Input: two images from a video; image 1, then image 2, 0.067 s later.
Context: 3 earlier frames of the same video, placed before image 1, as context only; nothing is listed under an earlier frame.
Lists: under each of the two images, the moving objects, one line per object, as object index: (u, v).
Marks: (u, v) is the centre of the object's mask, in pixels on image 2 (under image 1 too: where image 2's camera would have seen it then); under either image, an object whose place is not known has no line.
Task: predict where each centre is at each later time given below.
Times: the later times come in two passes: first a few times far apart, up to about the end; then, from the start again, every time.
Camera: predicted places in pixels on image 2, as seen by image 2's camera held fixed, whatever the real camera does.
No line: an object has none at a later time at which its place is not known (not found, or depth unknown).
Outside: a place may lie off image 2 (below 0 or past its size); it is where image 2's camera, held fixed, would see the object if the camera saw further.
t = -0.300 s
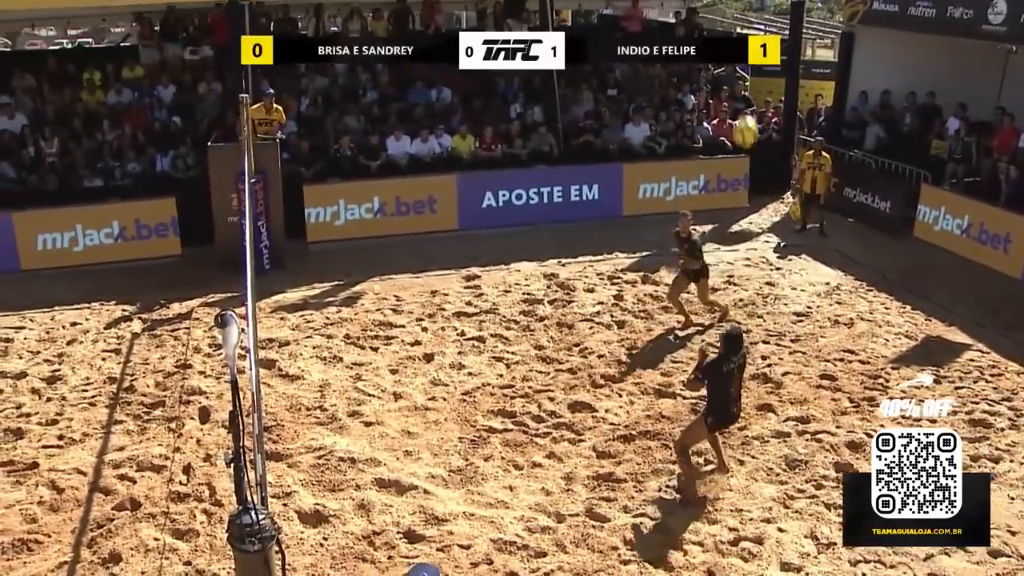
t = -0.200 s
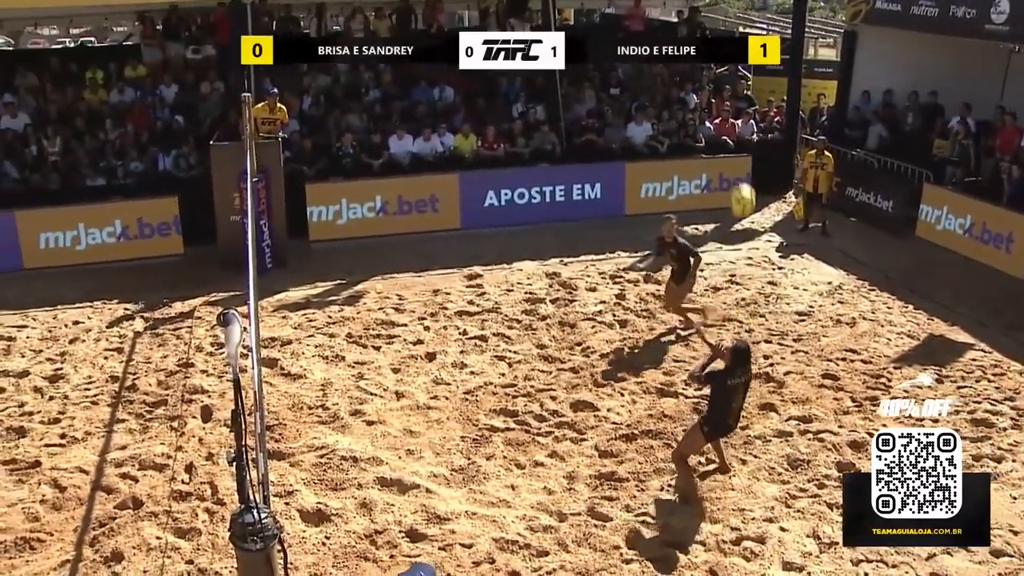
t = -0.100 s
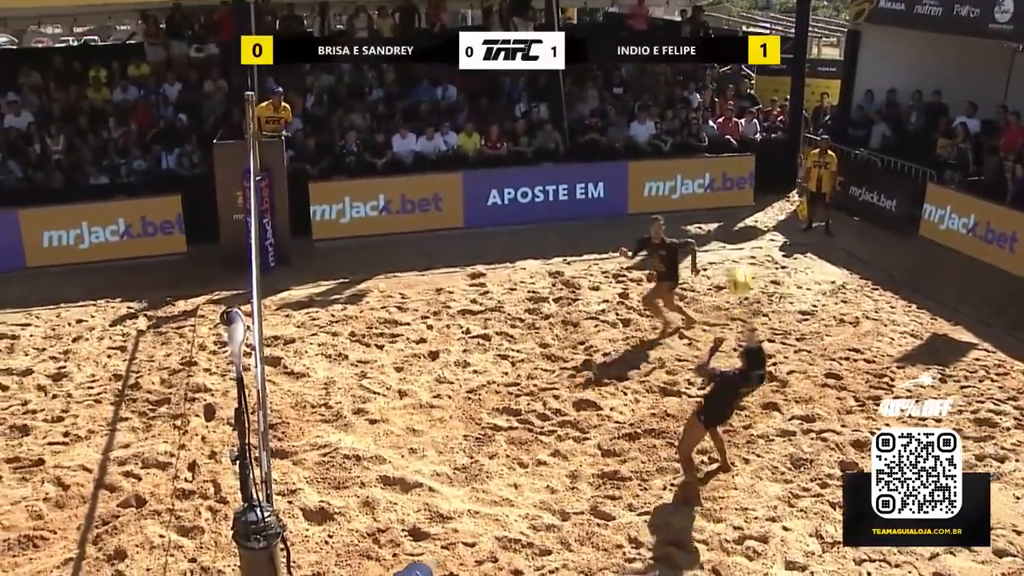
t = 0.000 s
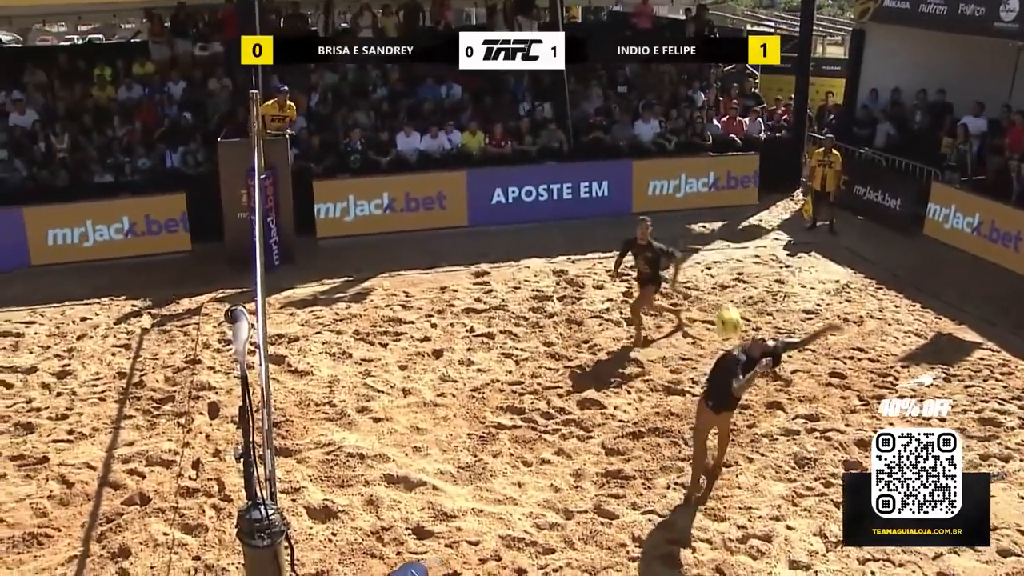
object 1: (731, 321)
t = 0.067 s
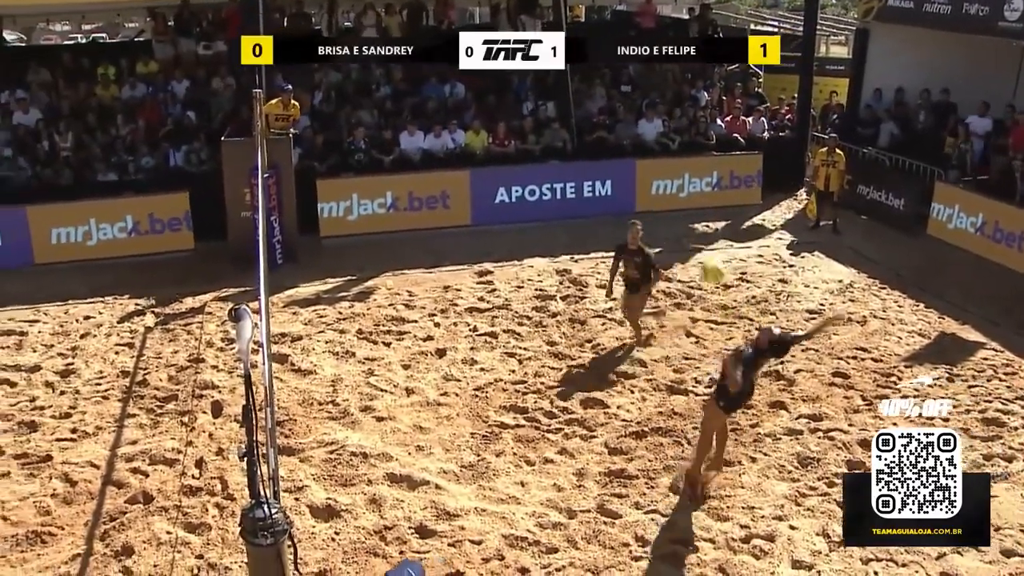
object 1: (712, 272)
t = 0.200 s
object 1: (671, 181)
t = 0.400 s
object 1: (605, 85)
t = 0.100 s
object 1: (701, 246)
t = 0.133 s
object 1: (693, 225)
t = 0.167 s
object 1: (682, 203)
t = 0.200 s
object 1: (671, 181)
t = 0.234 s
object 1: (660, 161)
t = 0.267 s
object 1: (649, 143)
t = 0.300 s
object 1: (638, 127)
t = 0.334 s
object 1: (627, 111)
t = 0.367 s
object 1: (615, 98)
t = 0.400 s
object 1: (605, 85)
